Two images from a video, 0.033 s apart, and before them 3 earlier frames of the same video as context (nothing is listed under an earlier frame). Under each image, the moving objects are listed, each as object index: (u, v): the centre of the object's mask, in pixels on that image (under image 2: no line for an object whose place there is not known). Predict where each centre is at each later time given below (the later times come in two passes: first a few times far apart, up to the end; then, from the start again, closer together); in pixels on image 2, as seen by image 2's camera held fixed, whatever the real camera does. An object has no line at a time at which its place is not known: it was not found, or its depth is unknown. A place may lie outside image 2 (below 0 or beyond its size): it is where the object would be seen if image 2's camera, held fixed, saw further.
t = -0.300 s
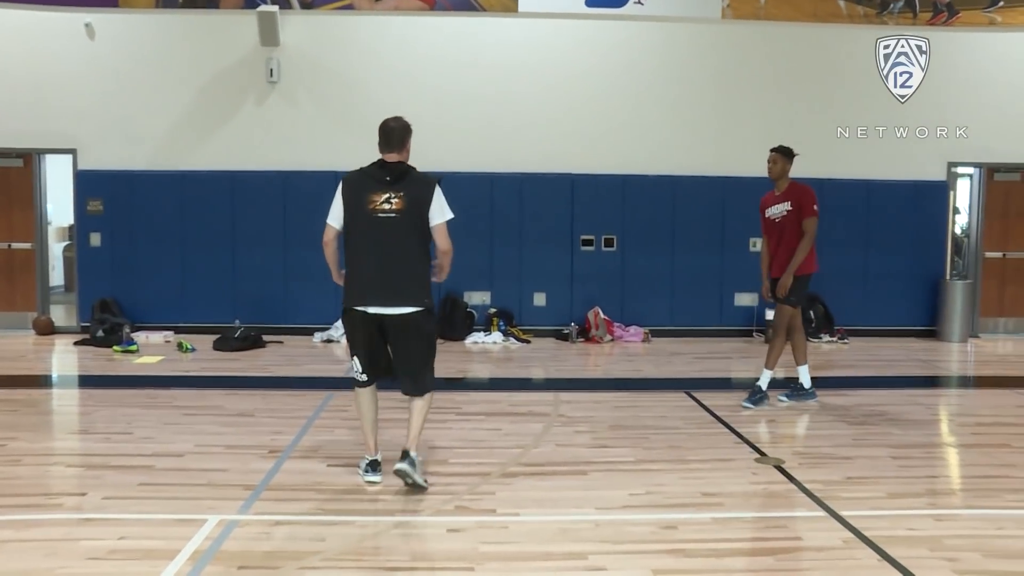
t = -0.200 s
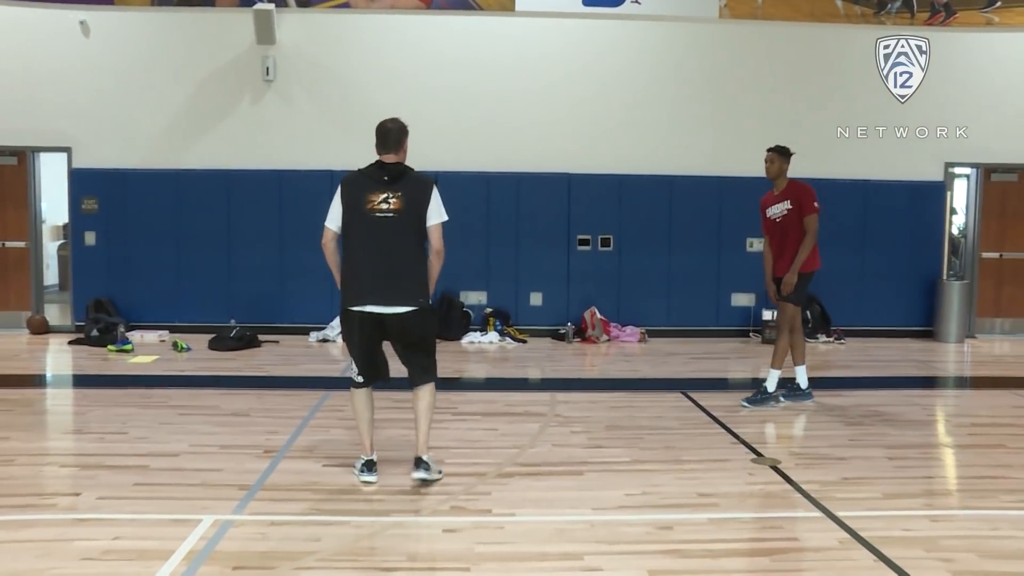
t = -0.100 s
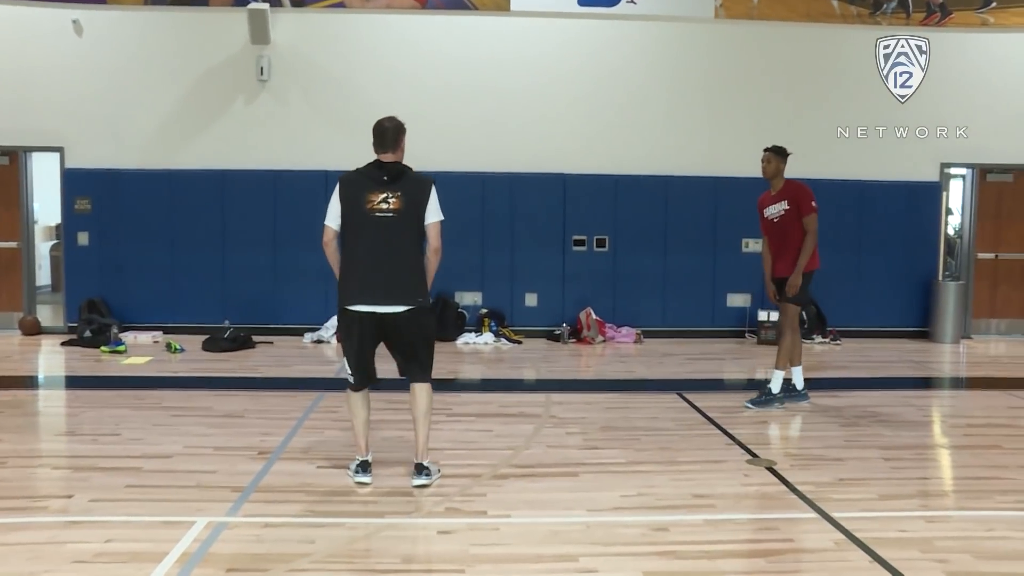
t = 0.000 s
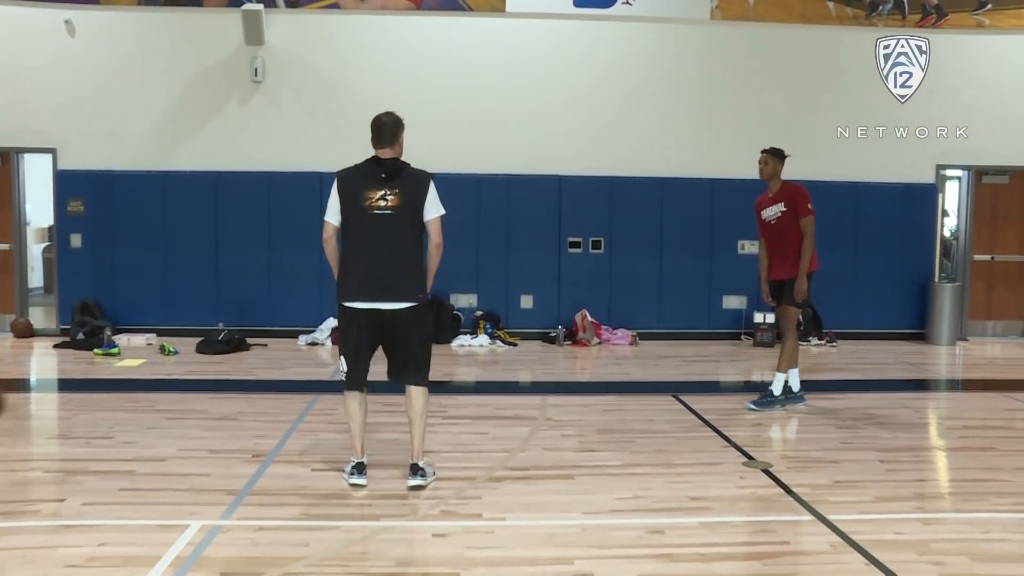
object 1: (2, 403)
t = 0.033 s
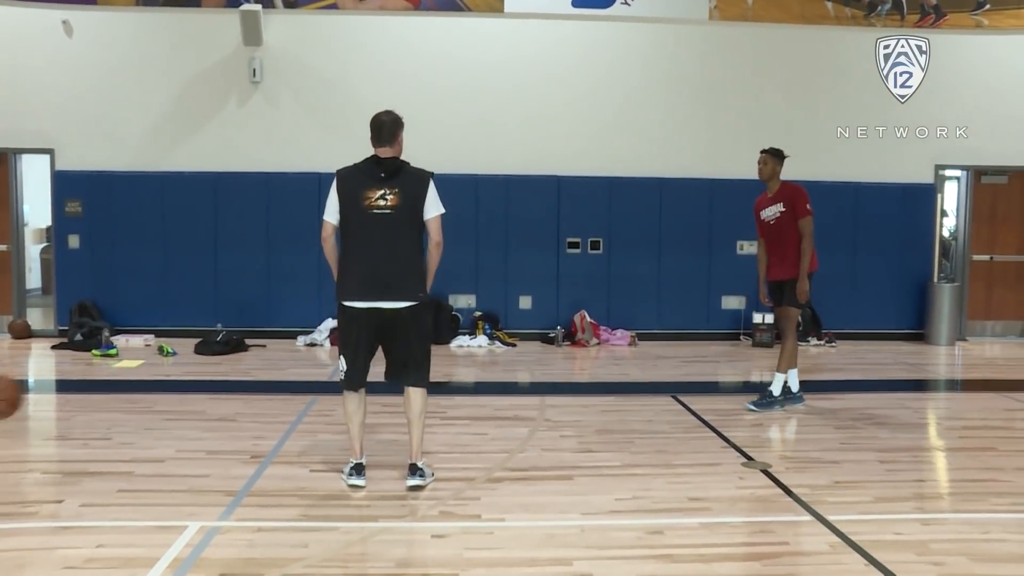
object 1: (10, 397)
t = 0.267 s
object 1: (129, 402)
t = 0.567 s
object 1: (267, 397)
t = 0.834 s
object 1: (378, 410)
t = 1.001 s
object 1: (438, 399)
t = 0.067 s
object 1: (21, 391)
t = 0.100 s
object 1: (36, 388)
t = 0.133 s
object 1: (57, 387)
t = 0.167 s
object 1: (75, 388)
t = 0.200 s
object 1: (93, 390)
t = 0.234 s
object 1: (112, 395)
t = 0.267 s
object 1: (129, 402)
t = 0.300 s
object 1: (146, 410)
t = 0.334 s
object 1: (162, 420)
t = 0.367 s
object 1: (179, 432)
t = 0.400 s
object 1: (196, 445)
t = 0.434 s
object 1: (211, 433)
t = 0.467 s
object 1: (225, 421)
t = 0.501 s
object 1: (239, 411)
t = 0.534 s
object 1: (254, 403)
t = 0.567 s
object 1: (267, 397)
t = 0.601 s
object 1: (281, 392)
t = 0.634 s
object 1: (295, 389)
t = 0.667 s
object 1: (309, 388)
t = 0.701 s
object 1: (322, 388)
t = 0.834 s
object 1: (378, 410)
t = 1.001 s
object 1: (438, 399)
